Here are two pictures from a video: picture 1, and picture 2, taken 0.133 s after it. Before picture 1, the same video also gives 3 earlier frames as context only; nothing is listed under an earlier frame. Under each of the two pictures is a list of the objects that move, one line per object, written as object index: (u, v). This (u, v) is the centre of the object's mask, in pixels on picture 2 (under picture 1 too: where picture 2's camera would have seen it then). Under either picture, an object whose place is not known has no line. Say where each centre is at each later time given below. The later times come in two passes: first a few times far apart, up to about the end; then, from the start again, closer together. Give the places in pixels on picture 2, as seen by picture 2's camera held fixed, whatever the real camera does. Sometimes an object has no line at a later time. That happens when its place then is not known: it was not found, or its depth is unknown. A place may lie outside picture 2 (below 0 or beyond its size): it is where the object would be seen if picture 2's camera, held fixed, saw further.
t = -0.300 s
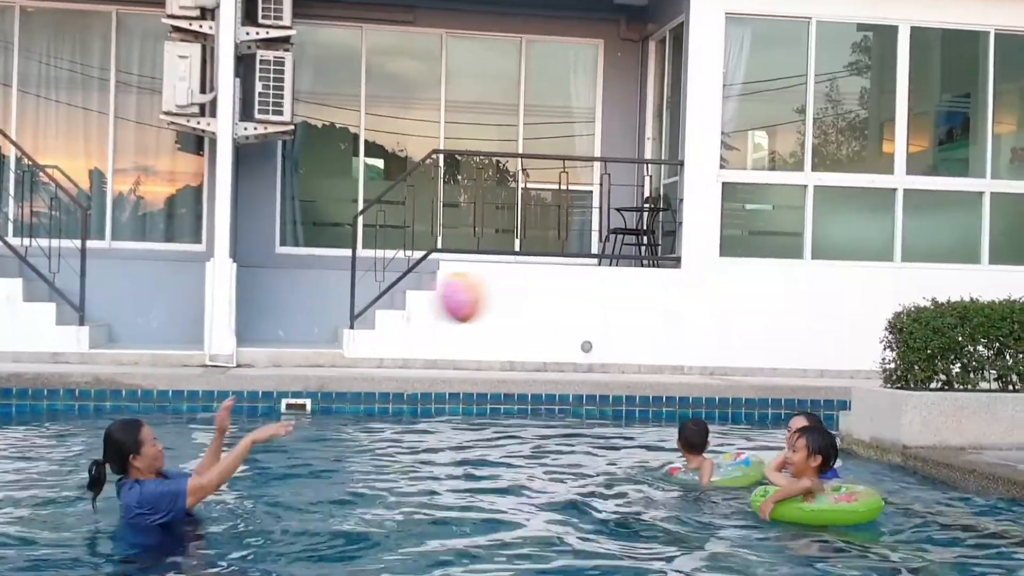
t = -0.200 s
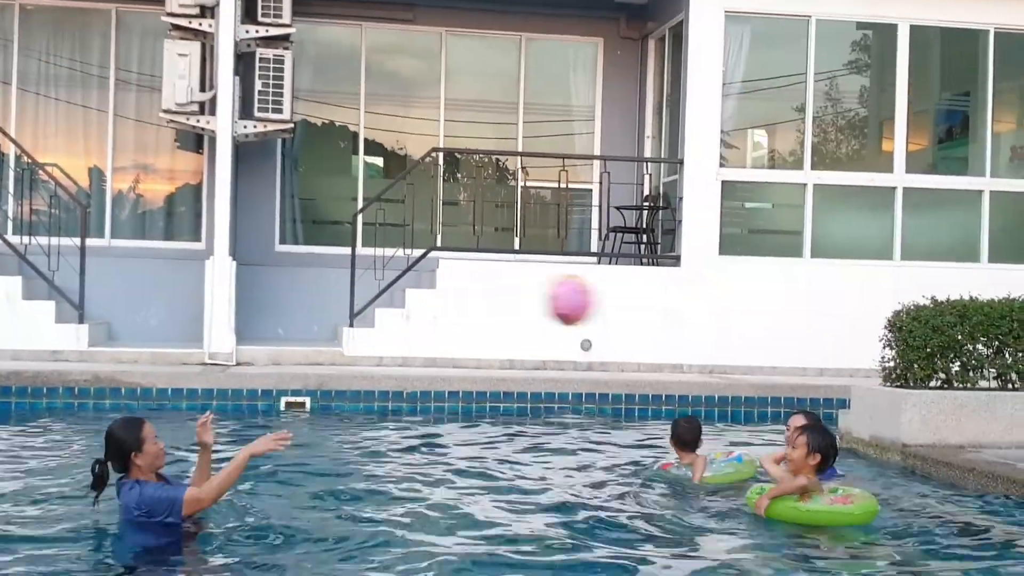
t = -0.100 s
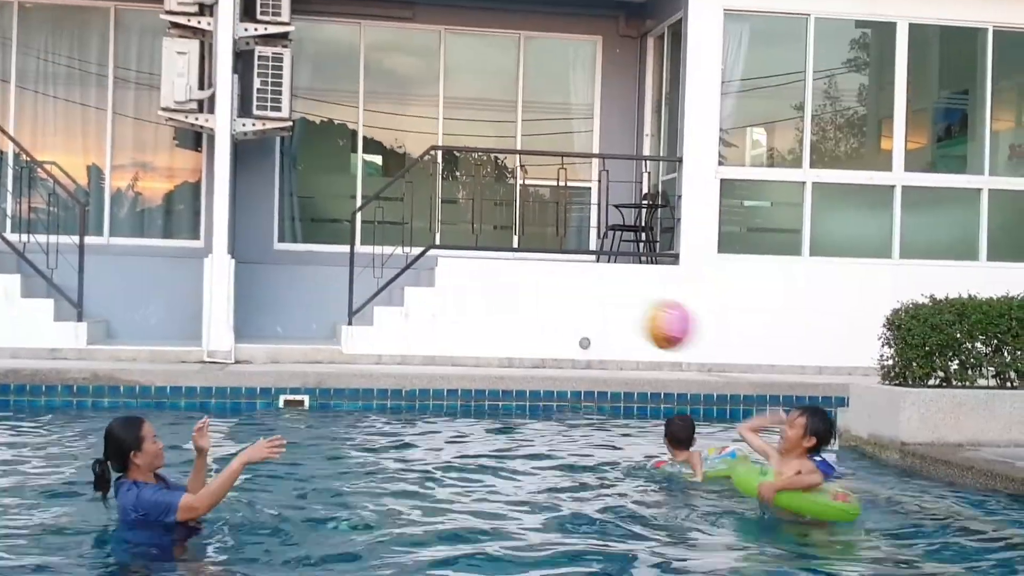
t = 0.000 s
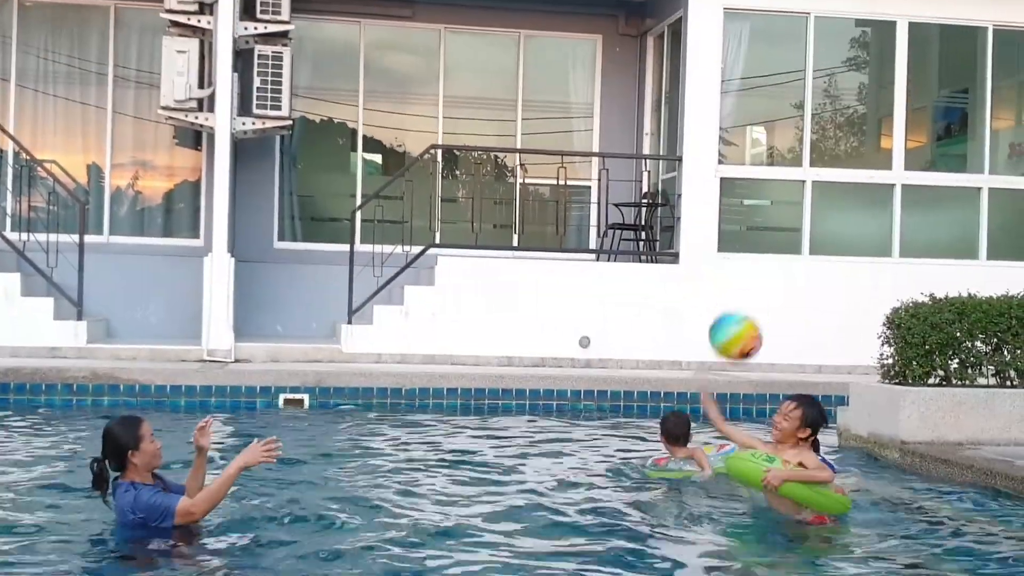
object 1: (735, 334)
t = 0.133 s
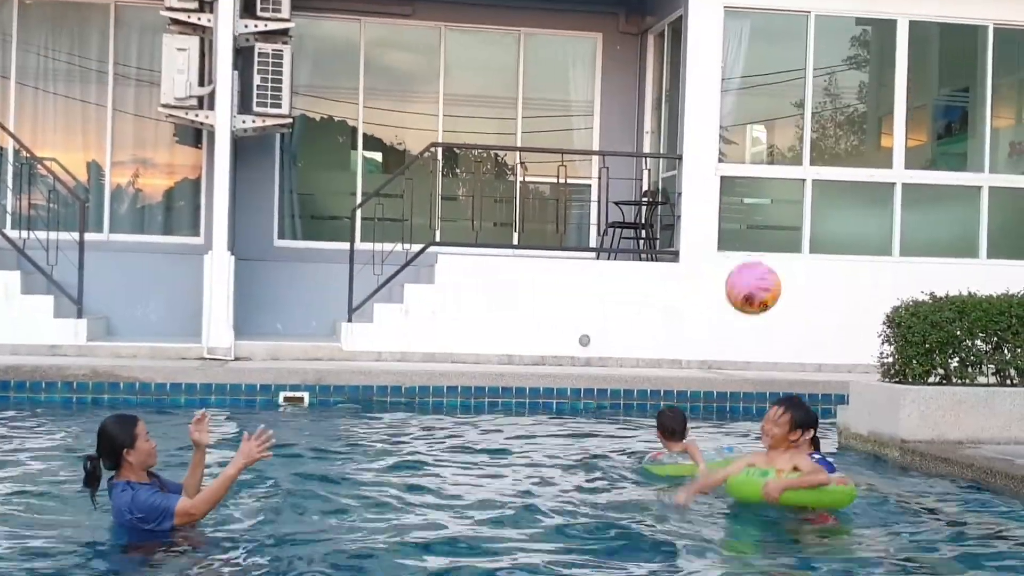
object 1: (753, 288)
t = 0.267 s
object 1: (766, 272)
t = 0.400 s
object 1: (778, 307)
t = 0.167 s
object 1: (754, 281)
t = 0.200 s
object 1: (756, 275)
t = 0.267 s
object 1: (766, 272)
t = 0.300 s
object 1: (772, 276)
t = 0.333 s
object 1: (775, 284)
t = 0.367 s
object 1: (777, 295)
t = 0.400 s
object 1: (778, 307)
